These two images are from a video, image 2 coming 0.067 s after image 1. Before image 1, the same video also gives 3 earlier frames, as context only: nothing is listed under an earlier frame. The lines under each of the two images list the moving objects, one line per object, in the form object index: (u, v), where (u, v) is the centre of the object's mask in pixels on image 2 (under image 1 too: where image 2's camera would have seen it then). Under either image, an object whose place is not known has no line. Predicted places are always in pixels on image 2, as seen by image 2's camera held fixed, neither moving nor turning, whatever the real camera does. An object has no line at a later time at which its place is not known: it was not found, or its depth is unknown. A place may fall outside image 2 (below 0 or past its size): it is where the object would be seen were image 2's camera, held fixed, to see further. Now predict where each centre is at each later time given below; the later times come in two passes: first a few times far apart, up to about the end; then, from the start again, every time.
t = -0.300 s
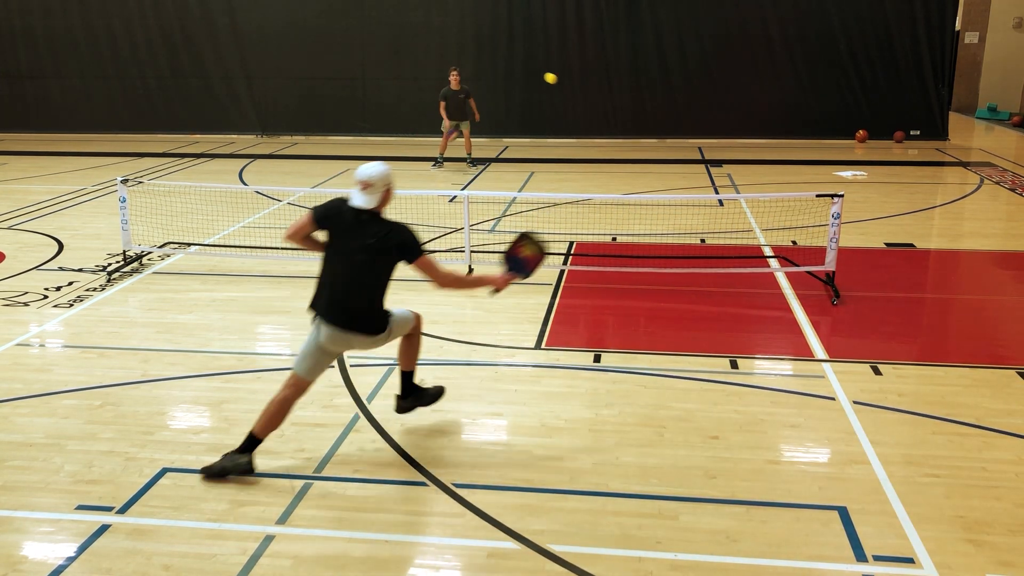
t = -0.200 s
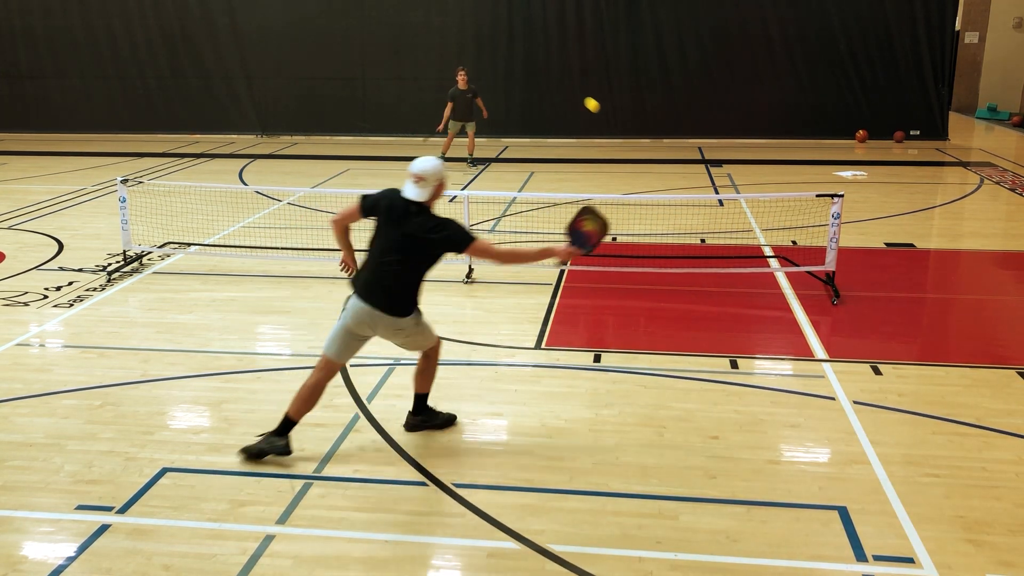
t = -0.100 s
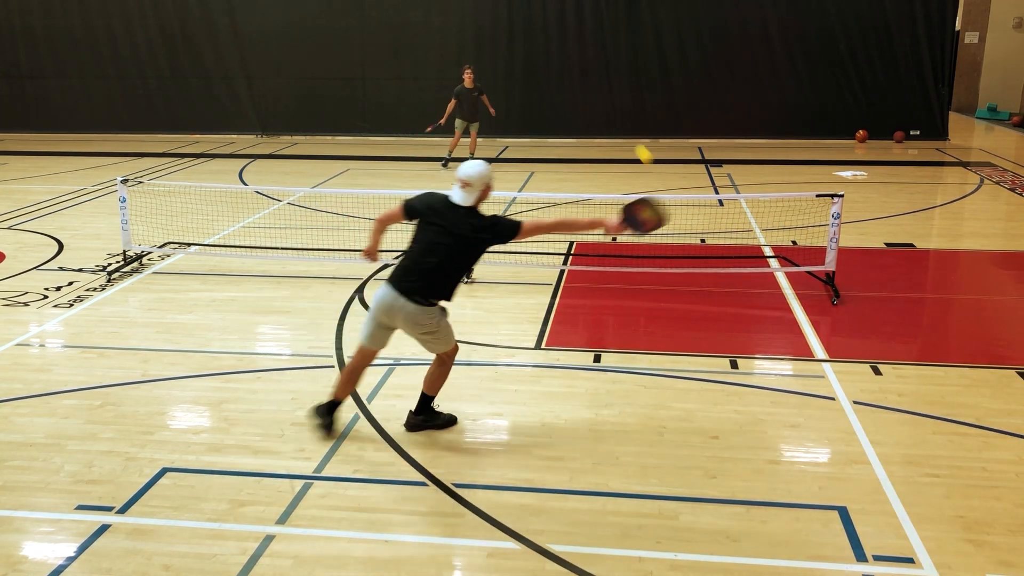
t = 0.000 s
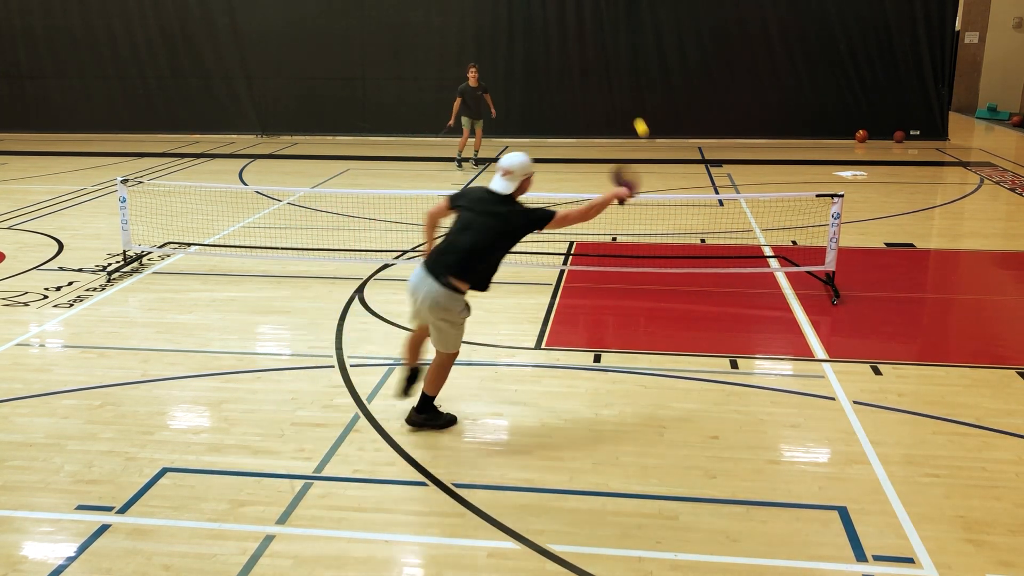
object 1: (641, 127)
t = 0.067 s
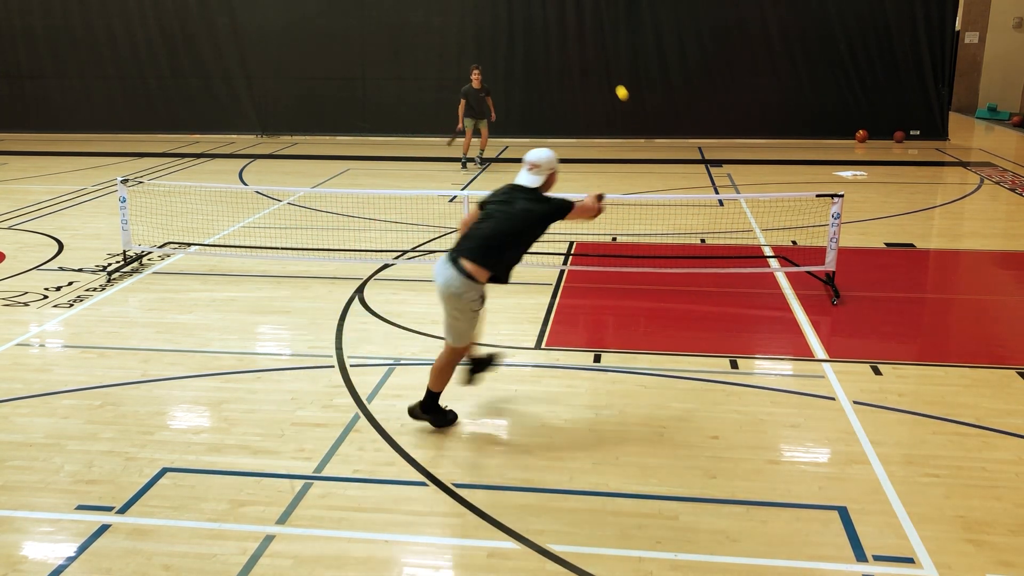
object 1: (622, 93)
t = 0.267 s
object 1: (585, 52)
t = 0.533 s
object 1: (557, 71)
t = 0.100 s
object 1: (614, 80)
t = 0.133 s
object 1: (607, 71)
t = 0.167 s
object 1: (600, 64)
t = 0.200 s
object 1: (594, 58)
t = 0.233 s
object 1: (589, 54)
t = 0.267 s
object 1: (585, 52)
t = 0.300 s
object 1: (580, 51)
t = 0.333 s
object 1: (576, 51)
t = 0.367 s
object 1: (572, 53)
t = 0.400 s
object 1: (569, 55)
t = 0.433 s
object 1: (566, 58)
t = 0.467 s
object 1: (563, 62)
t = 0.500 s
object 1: (560, 66)
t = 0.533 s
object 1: (557, 71)
